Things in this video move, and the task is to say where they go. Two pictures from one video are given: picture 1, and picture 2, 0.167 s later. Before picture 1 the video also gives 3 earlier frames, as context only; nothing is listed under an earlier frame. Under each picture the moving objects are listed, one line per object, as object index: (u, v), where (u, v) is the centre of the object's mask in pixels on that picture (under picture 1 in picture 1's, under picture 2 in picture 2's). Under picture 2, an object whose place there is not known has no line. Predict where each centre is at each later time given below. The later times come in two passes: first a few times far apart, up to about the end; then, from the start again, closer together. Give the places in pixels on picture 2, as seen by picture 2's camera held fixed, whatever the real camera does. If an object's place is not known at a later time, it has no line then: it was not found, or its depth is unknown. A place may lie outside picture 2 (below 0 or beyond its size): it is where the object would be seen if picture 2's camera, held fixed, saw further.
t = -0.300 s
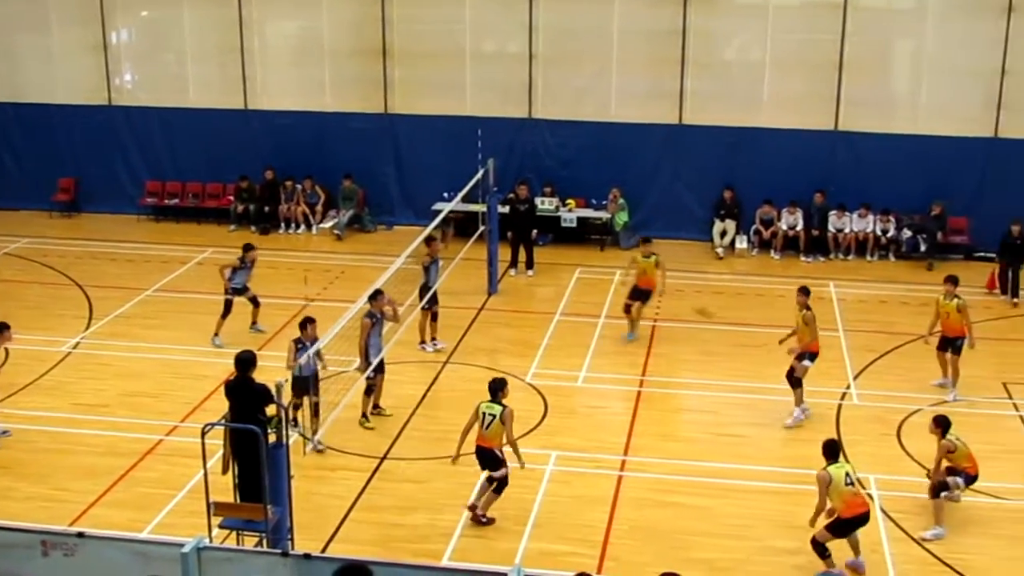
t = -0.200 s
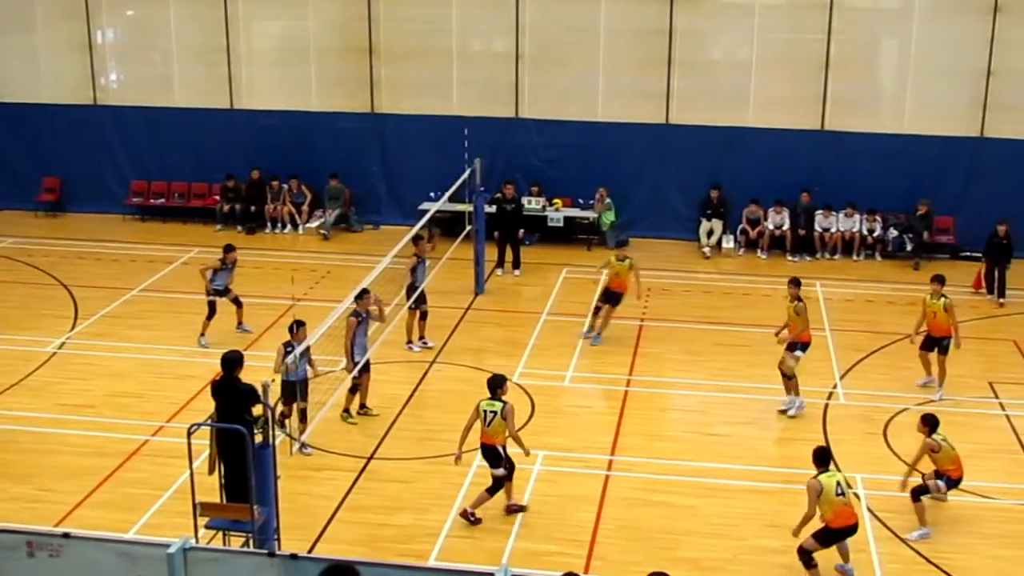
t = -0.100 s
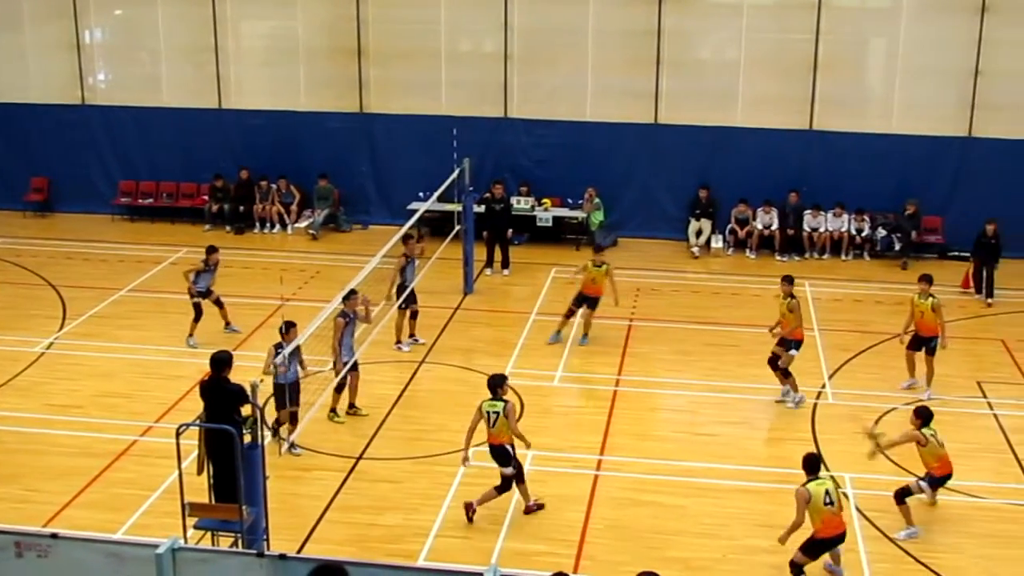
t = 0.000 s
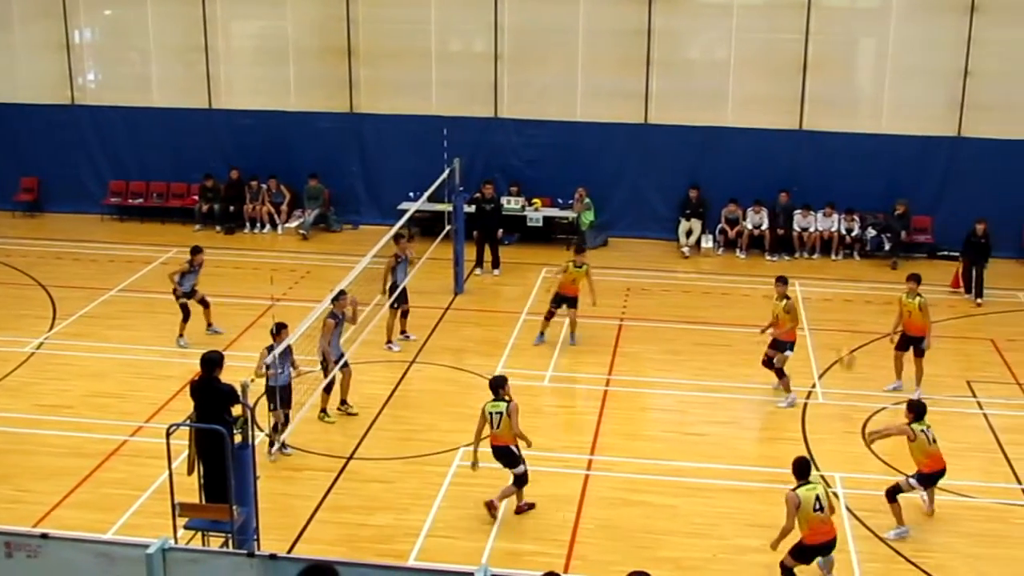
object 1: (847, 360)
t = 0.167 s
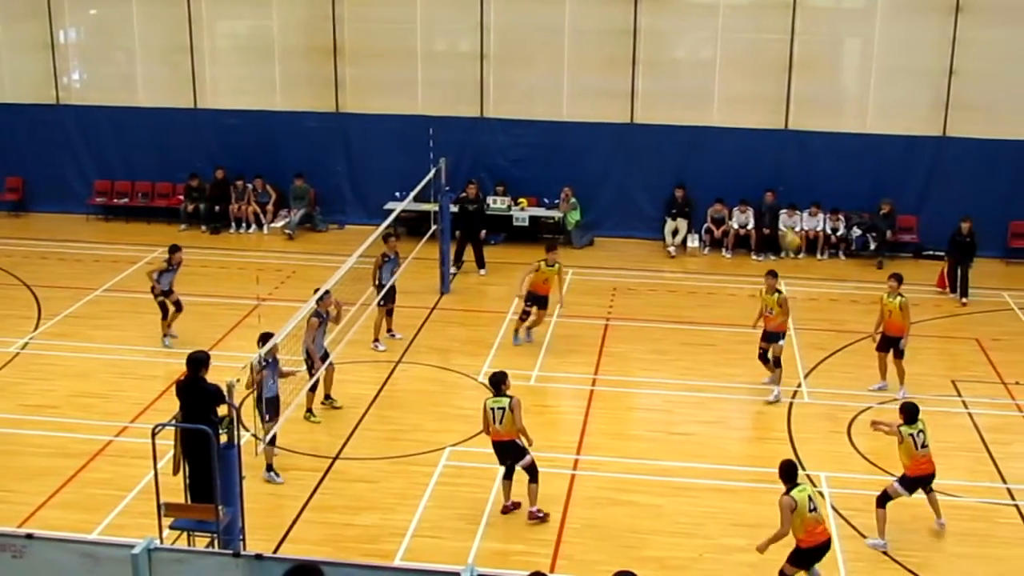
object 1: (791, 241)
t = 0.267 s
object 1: (764, 182)
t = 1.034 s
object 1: (589, 39)
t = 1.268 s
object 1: (548, 86)
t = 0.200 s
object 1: (781, 219)
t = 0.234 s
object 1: (773, 199)
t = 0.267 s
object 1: (764, 182)
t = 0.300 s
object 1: (755, 165)
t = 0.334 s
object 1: (746, 149)
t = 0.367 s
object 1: (738, 133)
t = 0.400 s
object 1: (732, 119)
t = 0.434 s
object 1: (723, 108)
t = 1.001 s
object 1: (595, 35)
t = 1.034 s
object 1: (589, 39)
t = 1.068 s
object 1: (582, 44)
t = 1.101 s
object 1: (577, 49)
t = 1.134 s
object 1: (571, 55)
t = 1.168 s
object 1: (565, 62)
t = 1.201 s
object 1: (559, 69)
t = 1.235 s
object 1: (554, 77)
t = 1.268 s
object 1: (548, 86)
